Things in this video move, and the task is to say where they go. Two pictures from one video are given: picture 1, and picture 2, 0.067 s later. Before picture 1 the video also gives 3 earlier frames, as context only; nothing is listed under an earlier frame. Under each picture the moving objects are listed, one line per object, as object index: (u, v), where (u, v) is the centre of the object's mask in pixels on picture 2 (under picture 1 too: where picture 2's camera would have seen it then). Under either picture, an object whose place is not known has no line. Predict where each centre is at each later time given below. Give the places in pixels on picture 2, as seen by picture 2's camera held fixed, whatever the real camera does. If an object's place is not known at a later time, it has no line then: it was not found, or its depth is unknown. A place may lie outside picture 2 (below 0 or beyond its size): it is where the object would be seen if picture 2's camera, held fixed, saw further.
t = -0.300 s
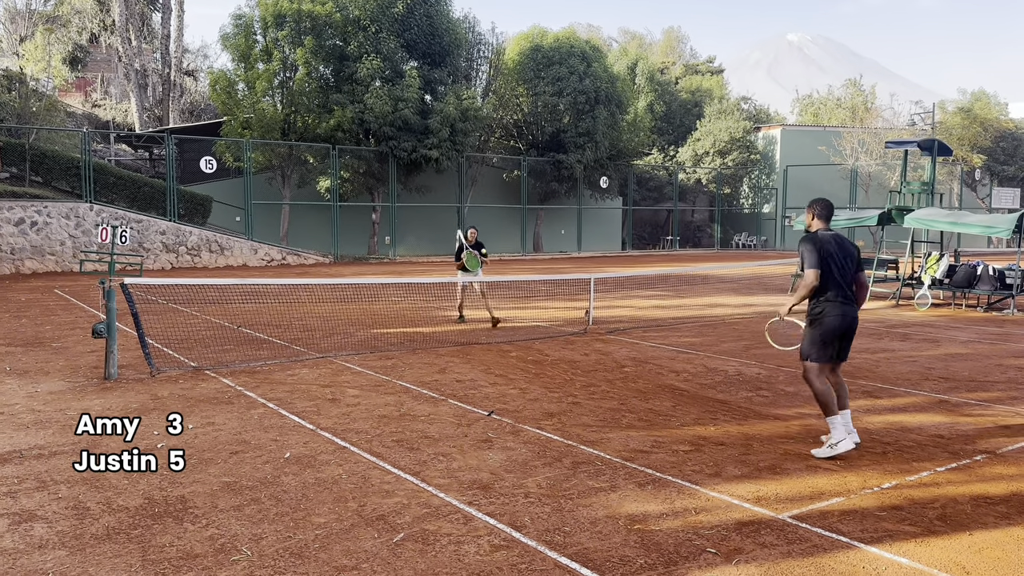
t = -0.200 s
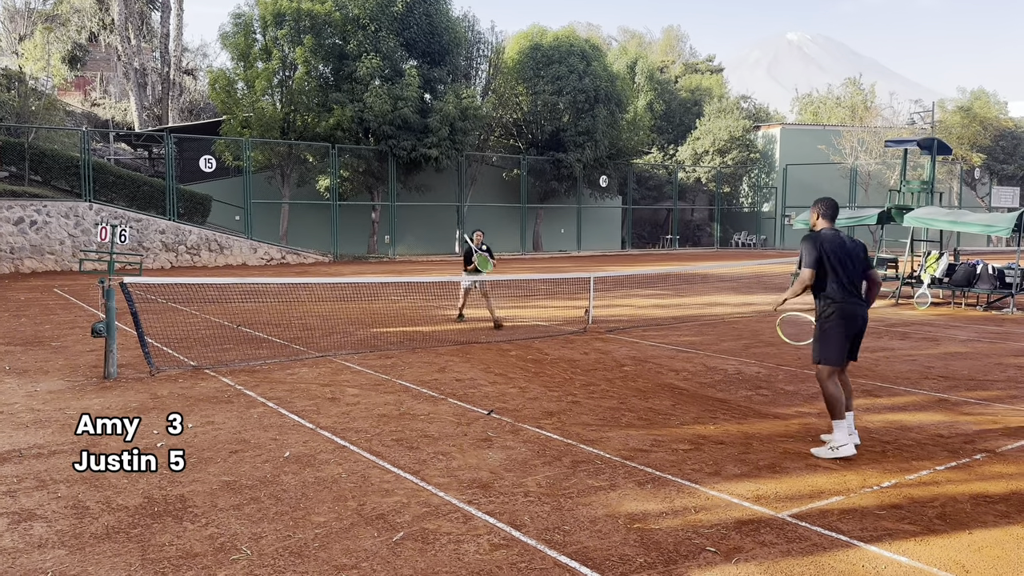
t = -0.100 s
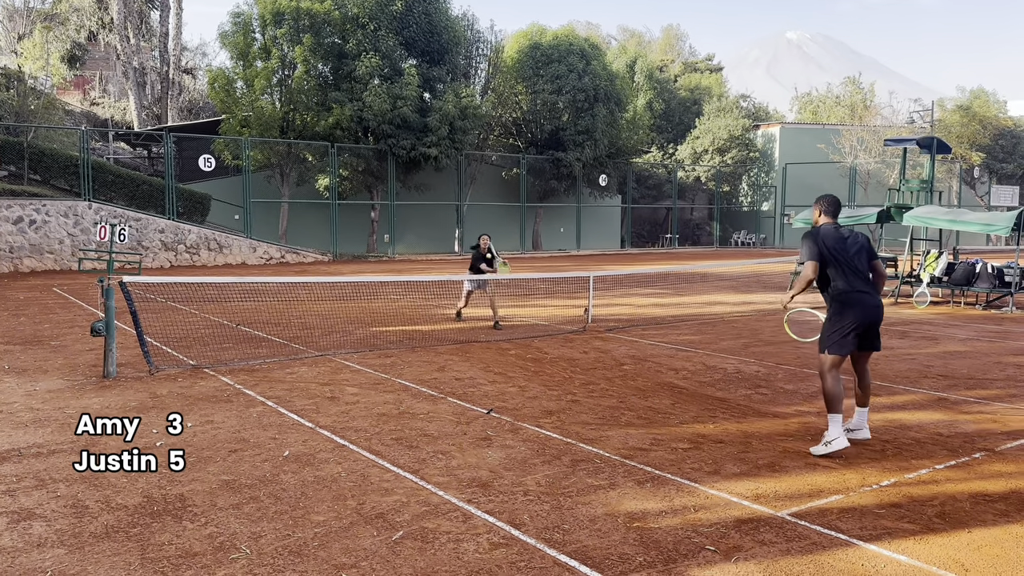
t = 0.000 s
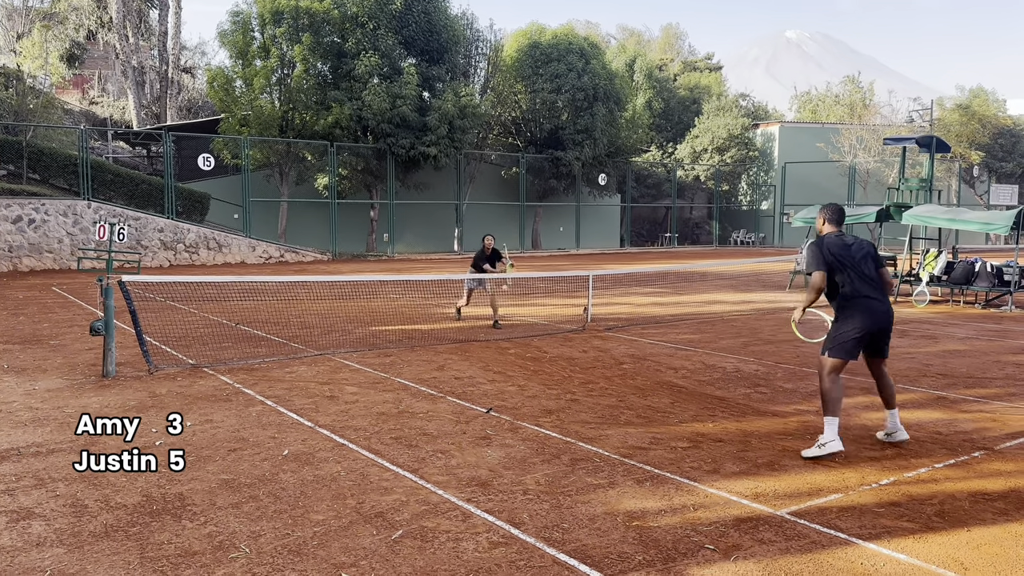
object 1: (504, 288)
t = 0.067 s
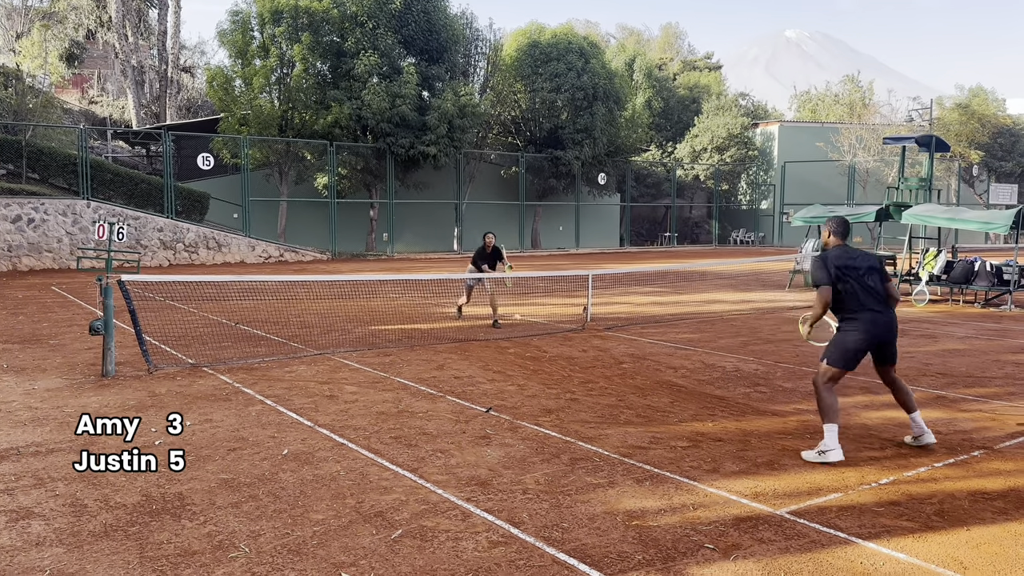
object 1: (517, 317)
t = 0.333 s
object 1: (571, 313)
